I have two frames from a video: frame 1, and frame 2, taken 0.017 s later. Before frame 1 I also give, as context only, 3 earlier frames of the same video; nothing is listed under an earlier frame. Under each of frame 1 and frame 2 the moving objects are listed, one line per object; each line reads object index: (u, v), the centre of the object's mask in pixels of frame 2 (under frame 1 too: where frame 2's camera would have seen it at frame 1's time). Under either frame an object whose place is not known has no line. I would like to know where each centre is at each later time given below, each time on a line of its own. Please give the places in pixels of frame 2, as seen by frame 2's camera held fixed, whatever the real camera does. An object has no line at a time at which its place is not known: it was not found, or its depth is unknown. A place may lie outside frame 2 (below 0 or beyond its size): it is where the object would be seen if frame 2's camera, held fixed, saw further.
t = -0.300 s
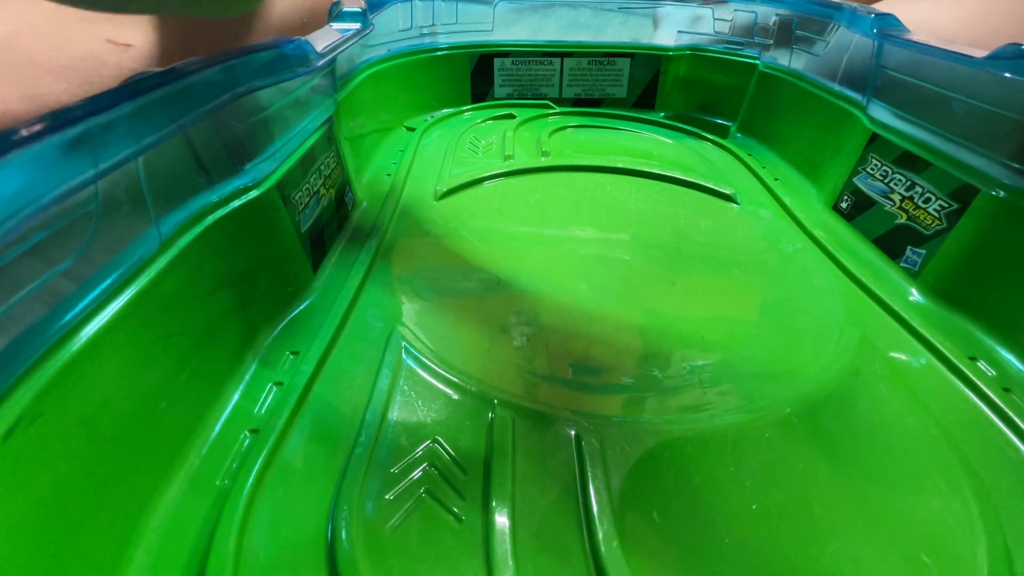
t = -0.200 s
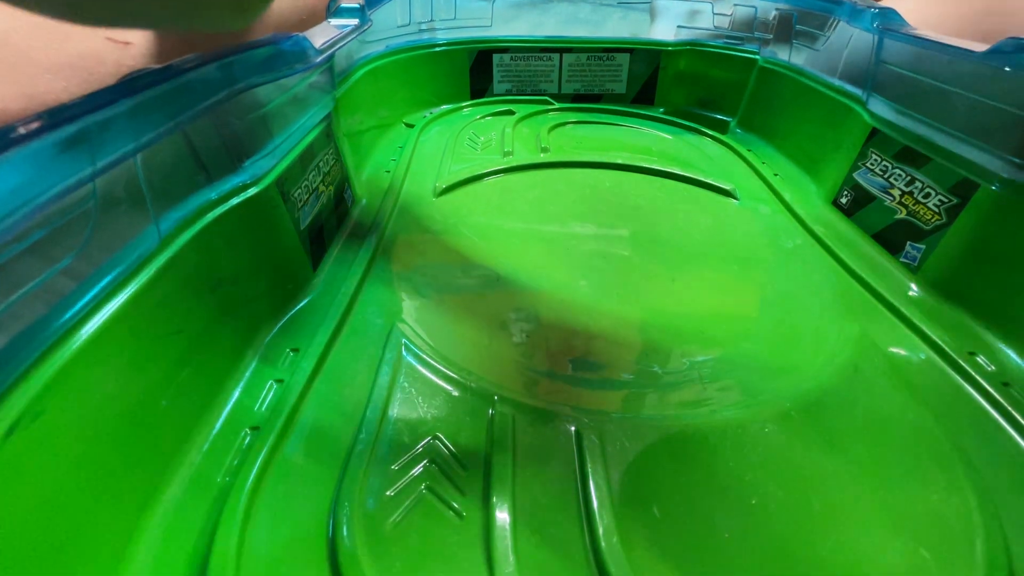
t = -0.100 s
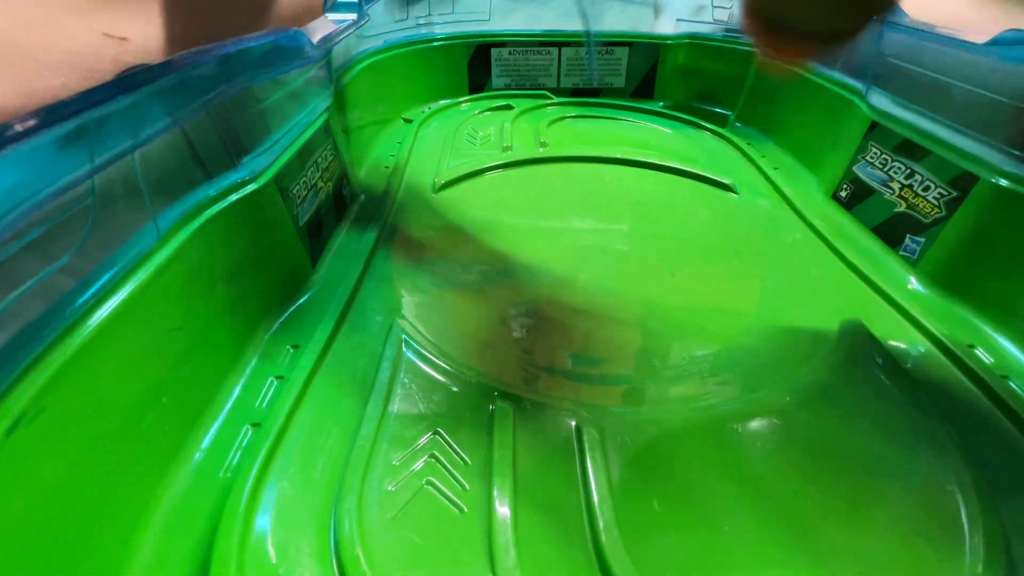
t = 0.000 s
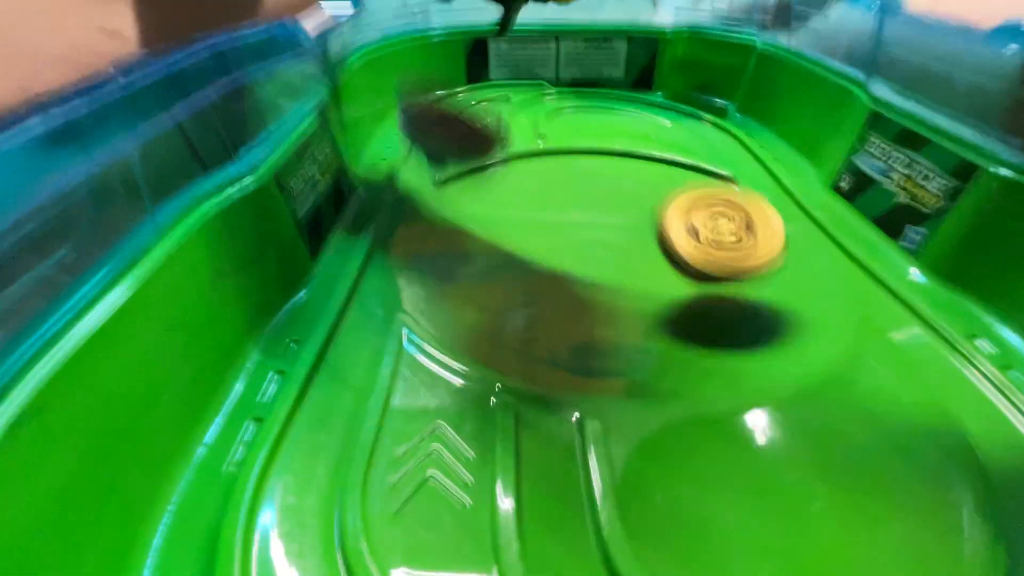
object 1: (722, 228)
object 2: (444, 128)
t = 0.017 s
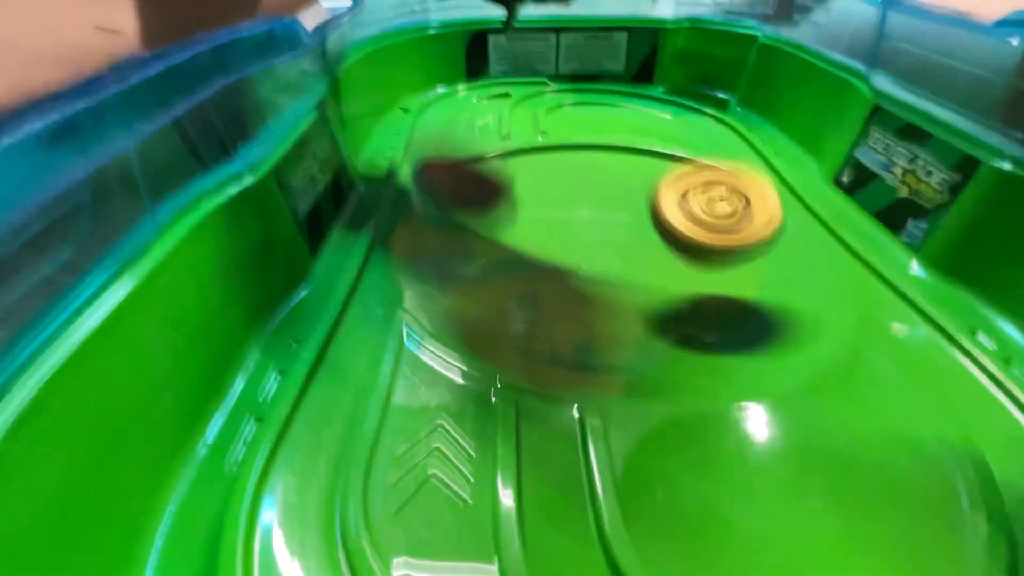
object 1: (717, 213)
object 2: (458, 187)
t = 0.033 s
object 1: (711, 192)
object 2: (470, 243)
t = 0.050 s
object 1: (703, 176)
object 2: (486, 247)
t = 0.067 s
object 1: (693, 180)
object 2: (504, 238)
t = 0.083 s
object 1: (681, 182)
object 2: (523, 230)
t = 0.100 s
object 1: (668, 188)
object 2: (540, 227)
